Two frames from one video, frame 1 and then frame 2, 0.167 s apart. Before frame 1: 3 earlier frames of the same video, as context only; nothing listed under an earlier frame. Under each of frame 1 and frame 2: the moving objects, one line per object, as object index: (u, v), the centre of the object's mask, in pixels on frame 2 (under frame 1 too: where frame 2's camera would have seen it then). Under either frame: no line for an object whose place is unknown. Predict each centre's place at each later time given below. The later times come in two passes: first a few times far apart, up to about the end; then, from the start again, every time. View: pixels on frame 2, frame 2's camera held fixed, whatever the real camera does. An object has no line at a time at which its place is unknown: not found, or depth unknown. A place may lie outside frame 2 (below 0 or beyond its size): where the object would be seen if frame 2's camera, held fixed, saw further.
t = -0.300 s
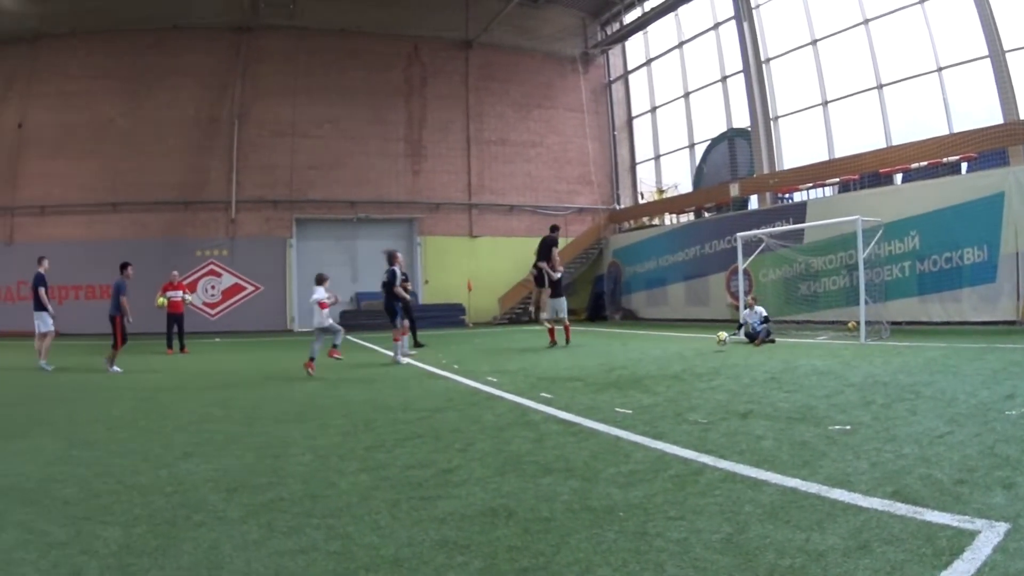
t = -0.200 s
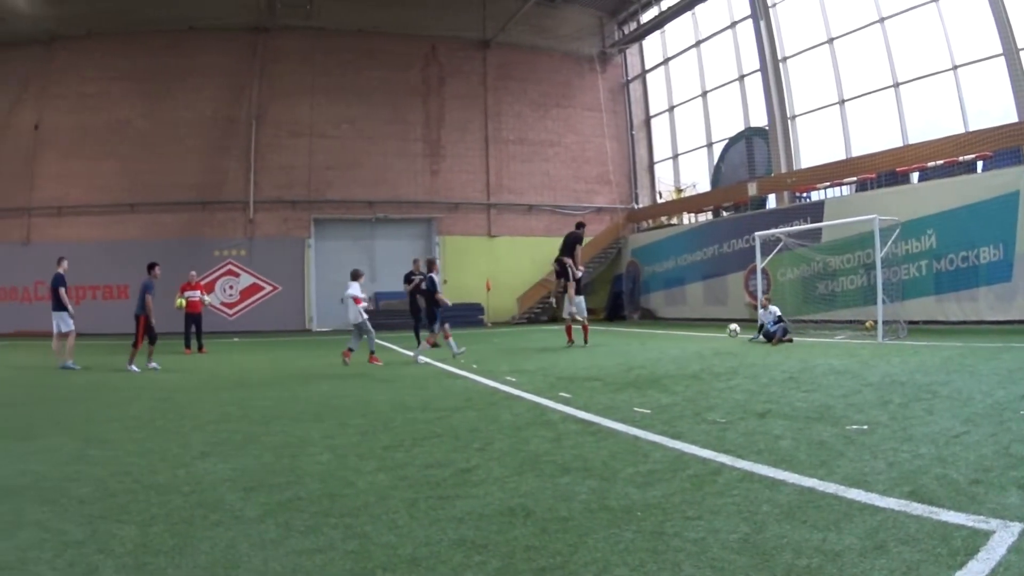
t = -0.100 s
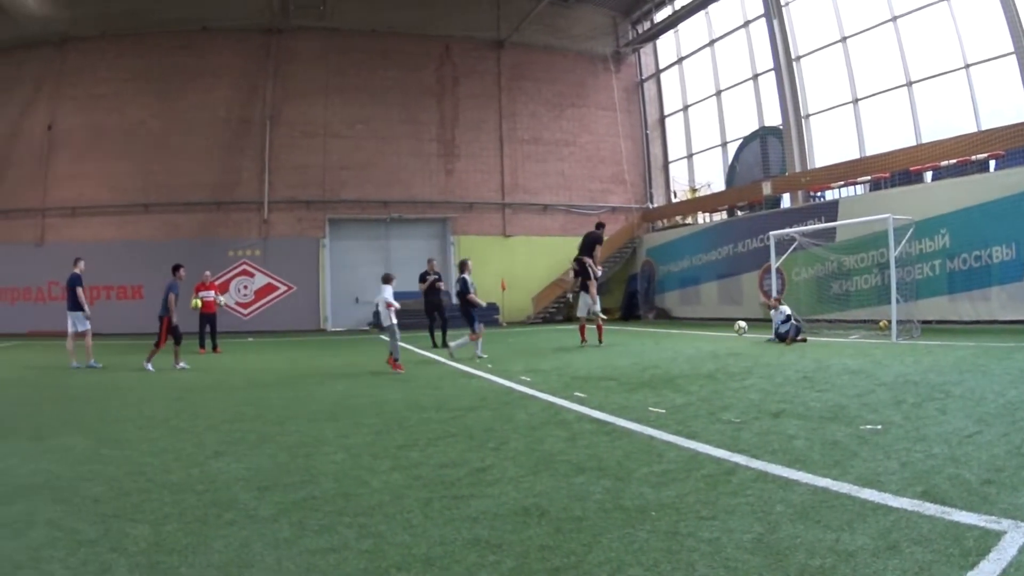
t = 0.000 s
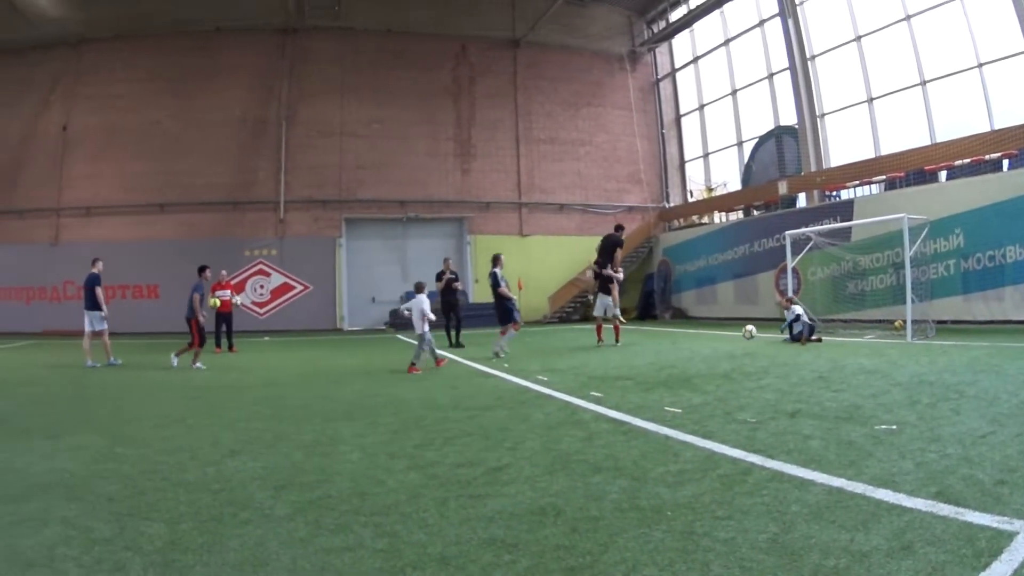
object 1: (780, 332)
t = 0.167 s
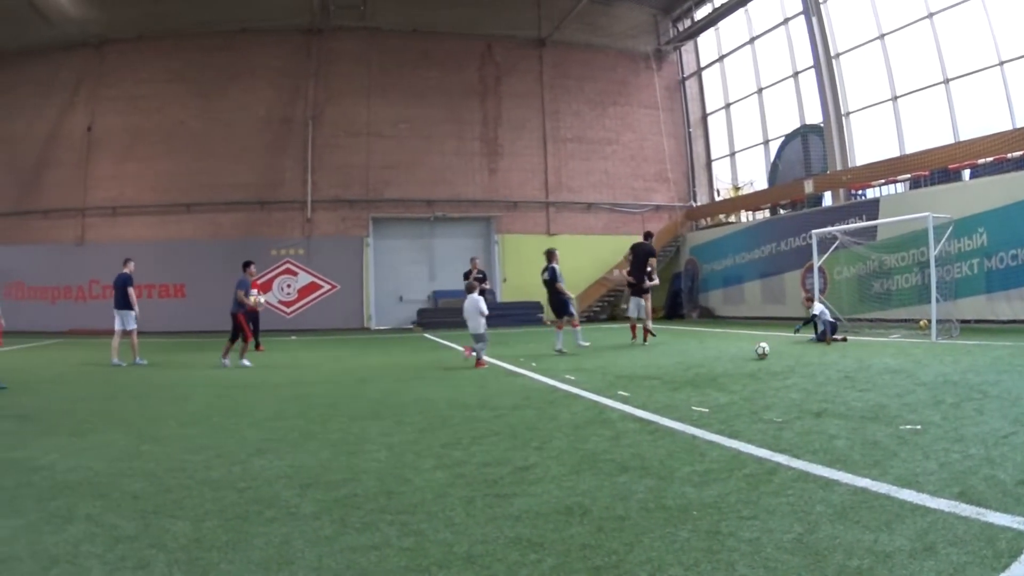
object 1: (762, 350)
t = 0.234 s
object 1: (753, 346)
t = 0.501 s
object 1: (719, 359)
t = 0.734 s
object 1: (688, 360)
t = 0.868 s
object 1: (669, 363)
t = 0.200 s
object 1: (758, 347)
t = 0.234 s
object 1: (753, 346)
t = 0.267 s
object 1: (749, 344)
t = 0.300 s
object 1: (744, 343)
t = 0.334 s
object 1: (740, 344)
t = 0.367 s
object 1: (735, 345)
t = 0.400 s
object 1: (731, 347)
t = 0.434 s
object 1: (727, 350)
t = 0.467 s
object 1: (723, 354)
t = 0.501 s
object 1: (719, 359)
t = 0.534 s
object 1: (714, 358)
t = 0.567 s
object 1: (710, 356)
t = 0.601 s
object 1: (705, 355)
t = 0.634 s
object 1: (701, 355)
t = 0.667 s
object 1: (696, 356)
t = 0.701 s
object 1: (692, 358)
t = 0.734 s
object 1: (688, 360)
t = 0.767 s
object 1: (683, 364)
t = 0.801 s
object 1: (679, 365)
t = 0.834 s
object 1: (674, 364)
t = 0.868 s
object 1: (669, 363)
